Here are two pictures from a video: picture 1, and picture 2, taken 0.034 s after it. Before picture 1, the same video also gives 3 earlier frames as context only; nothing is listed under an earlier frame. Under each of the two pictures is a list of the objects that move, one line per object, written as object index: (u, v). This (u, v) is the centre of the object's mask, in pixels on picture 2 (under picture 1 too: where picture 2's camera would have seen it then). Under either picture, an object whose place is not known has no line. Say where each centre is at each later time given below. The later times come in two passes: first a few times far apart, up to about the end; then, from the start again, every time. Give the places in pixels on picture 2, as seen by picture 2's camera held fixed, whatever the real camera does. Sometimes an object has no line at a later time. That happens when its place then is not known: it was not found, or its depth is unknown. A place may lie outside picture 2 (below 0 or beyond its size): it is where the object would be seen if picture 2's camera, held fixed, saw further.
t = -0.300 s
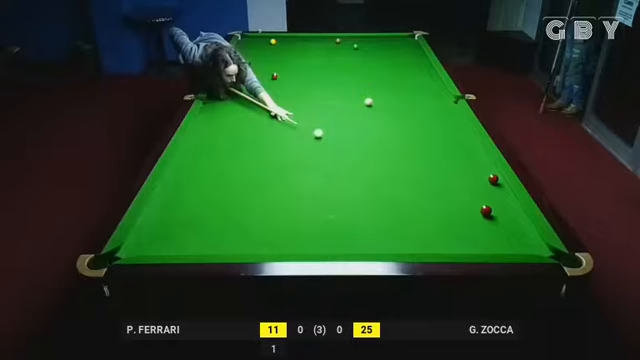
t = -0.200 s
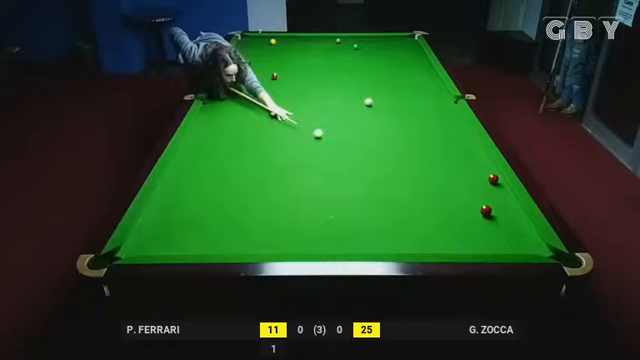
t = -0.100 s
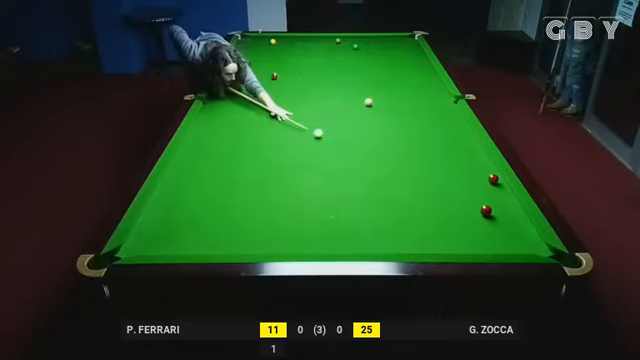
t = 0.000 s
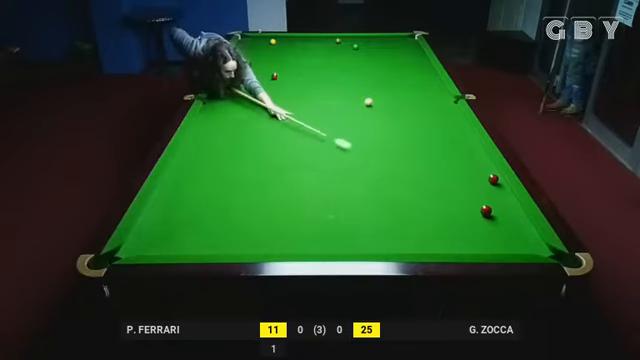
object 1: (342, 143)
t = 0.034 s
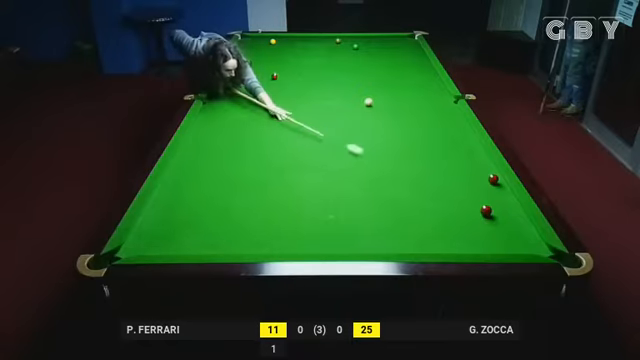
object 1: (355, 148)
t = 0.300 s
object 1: (457, 194)
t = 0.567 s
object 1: (490, 199)
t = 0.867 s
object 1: (503, 192)
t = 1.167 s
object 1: (496, 185)
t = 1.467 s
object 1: (483, 181)
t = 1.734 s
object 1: (474, 180)
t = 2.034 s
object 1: (466, 178)
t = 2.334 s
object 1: (459, 177)
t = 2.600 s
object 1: (455, 177)
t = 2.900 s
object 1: (452, 176)
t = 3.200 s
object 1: (451, 176)
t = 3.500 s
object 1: (451, 176)
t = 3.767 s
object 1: (451, 176)
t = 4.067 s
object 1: (451, 176)
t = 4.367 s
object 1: (451, 176)
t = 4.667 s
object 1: (451, 176)
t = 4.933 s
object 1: (451, 176)
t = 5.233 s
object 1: (451, 176)
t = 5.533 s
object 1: (451, 176)
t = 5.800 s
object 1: (451, 176)
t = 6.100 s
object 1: (451, 176)
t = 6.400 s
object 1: (451, 176)
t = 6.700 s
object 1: (451, 176)
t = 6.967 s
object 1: (451, 176)
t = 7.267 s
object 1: (451, 176)
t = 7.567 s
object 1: (451, 176)
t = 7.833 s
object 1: (451, 176)
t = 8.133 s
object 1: (451, 176)
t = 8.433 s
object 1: (451, 176)
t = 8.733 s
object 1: (451, 176)
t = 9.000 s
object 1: (451, 176)
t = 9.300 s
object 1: (451, 176)
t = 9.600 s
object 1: (451, 176)
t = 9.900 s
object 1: (451, 176)
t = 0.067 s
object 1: (367, 154)
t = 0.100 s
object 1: (379, 160)
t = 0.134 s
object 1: (392, 166)
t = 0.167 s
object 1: (405, 171)
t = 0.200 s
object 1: (417, 177)
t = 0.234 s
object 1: (430, 183)
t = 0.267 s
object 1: (444, 189)
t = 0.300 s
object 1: (457, 194)
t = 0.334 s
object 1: (470, 200)
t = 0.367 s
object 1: (478, 203)
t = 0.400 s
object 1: (481, 203)
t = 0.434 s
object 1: (483, 202)
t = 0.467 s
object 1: (485, 201)
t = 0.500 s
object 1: (486, 200)
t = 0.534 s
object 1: (488, 199)
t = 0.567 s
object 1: (490, 199)
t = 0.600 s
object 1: (491, 198)
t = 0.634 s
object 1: (493, 197)
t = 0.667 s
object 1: (494, 196)
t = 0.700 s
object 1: (496, 196)
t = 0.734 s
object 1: (497, 195)
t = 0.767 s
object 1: (499, 194)
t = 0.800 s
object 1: (500, 193)
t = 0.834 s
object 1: (502, 193)
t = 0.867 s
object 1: (503, 192)
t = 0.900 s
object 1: (505, 191)
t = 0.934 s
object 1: (506, 191)
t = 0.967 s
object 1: (506, 190)
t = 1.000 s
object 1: (504, 189)
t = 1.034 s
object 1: (502, 188)
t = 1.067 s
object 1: (501, 187)
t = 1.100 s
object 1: (499, 186)
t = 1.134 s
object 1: (498, 185)
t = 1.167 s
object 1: (496, 185)
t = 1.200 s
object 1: (494, 184)
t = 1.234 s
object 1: (493, 183)
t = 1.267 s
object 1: (492, 183)
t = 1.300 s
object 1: (490, 183)
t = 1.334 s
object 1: (489, 182)
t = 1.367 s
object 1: (487, 182)
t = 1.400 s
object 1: (486, 182)
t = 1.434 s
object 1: (485, 181)
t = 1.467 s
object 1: (483, 181)
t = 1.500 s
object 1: (482, 181)
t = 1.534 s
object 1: (481, 181)
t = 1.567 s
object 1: (480, 180)
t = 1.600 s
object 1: (479, 180)
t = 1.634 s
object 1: (478, 180)
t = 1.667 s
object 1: (476, 180)
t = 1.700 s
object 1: (475, 180)
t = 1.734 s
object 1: (474, 180)
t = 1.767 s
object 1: (473, 179)
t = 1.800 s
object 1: (472, 179)
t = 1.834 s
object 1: (471, 179)
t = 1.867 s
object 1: (470, 179)
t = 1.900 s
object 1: (469, 179)
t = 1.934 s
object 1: (468, 179)
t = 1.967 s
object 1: (467, 178)
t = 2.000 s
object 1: (466, 178)
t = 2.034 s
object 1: (466, 178)
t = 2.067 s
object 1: (465, 178)
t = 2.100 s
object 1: (464, 178)
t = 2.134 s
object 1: (463, 178)
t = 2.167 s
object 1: (463, 178)
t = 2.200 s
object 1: (462, 178)
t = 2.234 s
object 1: (461, 177)
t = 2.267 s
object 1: (461, 177)
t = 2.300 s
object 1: (460, 177)
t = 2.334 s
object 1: (459, 177)
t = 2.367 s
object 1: (459, 177)
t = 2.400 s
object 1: (458, 177)
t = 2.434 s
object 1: (458, 177)
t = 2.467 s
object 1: (457, 177)
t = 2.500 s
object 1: (457, 177)
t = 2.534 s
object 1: (456, 177)
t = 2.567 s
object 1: (456, 177)
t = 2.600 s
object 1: (455, 177)
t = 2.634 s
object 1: (455, 176)
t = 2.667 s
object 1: (454, 176)
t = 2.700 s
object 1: (454, 176)
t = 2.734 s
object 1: (454, 176)
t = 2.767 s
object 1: (454, 177)
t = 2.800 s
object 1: (453, 176)
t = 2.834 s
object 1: (453, 176)
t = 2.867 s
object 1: (453, 176)
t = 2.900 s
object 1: (452, 176)
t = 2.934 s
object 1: (452, 176)
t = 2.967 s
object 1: (452, 176)
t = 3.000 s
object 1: (452, 176)
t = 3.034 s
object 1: (452, 176)
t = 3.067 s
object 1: (452, 176)
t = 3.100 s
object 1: (451, 176)
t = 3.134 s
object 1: (451, 176)
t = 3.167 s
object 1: (451, 176)
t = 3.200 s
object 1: (451, 176)
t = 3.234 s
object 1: (451, 176)
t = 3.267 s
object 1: (451, 176)
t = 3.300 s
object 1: (451, 176)
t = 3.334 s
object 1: (451, 176)
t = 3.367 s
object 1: (451, 176)
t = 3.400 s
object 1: (451, 176)
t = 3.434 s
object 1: (451, 176)
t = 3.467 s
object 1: (451, 176)
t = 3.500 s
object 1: (451, 176)
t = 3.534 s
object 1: (451, 176)
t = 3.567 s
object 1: (451, 176)
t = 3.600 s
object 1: (451, 176)
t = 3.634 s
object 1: (451, 176)
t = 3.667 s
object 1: (451, 176)
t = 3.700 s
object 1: (451, 176)
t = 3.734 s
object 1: (451, 176)
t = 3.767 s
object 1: (451, 176)
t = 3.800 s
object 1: (451, 176)
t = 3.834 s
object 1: (451, 176)
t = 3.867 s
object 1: (451, 176)
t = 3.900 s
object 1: (451, 176)
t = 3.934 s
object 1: (451, 176)
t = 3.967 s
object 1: (451, 176)
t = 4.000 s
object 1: (451, 176)
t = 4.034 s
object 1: (451, 176)
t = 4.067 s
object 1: (451, 176)
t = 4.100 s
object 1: (451, 176)
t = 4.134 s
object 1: (451, 176)
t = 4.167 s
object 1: (451, 176)
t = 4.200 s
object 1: (451, 176)
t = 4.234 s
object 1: (451, 176)
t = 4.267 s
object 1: (451, 176)
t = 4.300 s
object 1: (451, 176)
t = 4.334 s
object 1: (451, 176)
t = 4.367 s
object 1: (451, 176)
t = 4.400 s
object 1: (451, 176)
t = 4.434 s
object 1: (451, 176)
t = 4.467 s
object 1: (451, 176)
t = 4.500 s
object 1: (451, 176)
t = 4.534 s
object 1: (451, 176)
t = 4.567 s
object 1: (451, 176)
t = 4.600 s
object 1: (451, 176)
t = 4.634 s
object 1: (451, 176)
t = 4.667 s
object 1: (451, 176)
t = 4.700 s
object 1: (451, 176)
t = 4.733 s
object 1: (451, 176)
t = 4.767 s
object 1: (451, 176)
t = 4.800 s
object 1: (451, 176)
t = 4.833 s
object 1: (451, 176)
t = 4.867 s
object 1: (451, 176)
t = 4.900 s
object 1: (451, 176)
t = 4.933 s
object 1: (451, 176)
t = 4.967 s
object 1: (451, 176)
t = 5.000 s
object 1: (451, 176)
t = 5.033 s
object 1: (451, 176)
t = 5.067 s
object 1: (451, 176)
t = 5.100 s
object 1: (451, 176)
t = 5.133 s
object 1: (451, 176)
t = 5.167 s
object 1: (451, 176)
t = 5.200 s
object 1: (451, 176)
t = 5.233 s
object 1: (451, 176)
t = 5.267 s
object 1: (451, 176)
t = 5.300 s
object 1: (451, 176)
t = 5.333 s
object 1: (451, 176)
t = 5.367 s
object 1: (451, 176)
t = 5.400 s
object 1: (451, 176)
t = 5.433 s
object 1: (451, 176)
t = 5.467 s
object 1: (451, 176)
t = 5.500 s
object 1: (451, 176)
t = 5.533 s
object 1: (451, 176)
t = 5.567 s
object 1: (451, 176)
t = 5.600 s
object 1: (451, 176)
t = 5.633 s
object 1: (451, 176)
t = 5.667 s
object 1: (451, 176)
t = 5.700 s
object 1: (451, 176)
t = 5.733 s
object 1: (451, 176)
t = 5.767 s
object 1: (451, 176)
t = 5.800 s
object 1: (451, 176)
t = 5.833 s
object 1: (451, 176)
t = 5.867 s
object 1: (451, 176)
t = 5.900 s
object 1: (451, 176)
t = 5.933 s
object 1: (451, 176)
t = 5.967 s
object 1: (451, 176)
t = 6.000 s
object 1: (451, 176)
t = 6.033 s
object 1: (451, 176)
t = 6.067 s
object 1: (451, 176)
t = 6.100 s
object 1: (451, 176)
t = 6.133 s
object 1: (451, 176)
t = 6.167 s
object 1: (451, 176)
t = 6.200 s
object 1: (451, 176)
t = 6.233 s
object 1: (451, 176)
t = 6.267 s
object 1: (451, 176)
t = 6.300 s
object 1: (451, 176)
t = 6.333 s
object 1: (451, 176)
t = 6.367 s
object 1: (451, 176)
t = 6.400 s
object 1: (451, 176)
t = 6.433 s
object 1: (451, 176)
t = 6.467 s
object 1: (451, 176)
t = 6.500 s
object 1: (451, 176)
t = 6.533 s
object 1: (451, 176)
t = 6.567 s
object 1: (451, 176)
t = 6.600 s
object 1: (451, 176)
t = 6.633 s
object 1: (451, 176)
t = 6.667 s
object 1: (451, 176)
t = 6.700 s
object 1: (451, 176)
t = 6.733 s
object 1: (451, 176)
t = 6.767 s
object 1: (451, 176)
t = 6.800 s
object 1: (451, 176)
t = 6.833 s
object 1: (451, 176)
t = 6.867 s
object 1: (451, 176)
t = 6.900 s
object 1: (451, 176)
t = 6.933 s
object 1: (451, 176)
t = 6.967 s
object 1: (451, 176)
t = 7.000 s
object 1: (451, 176)
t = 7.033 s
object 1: (451, 176)
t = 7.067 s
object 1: (451, 176)
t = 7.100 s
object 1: (451, 176)
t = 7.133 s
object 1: (451, 176)
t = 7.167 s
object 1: (451, 176)
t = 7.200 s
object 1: (451, 176)
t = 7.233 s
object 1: (451, 176)
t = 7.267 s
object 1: (451, 176)
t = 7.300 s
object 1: (451, 176)
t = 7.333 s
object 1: (451, 176)
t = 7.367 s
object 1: (451, 176)
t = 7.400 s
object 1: (451, 176)
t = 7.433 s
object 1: (451, 176)
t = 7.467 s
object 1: (451, 176)
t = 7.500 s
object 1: (451, 176)
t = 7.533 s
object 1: (451, 176)
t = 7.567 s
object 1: (451, 176)
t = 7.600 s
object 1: (451, 176)
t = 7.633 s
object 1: (451, 176)
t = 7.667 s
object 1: (451, 176)
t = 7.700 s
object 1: (451, 176)
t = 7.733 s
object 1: (451, 176)
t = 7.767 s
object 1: (451, 176)
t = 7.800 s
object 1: (451, 176)
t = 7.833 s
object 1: (451, 176)
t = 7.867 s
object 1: (451, 176)
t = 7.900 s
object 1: (451, 176)
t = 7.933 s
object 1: (451, 176)
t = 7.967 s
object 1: (451, 176)
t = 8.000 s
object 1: (451, 176)
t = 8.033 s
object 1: (451, 176)
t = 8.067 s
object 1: (451, 176)
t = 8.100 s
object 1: (451, 176)
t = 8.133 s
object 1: (451, 176)
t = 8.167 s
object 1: (451, 176)
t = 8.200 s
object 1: (451, 176)
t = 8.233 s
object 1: (451, 176)
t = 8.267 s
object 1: (451, 176)
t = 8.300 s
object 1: (451, 176)
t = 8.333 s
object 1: (451, 176)
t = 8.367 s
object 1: (451, 176)
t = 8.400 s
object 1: (451, 176)
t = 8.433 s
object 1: (451, 176)
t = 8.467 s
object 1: (451, 176)
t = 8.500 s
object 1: (451, 176)
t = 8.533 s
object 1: (451, 176)
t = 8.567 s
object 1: (451, 176)
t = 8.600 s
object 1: (451, 176)
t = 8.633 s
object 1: (451, 176)
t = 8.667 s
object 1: (451, 176)
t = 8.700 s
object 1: (451, 176)
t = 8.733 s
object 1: (451, 176)
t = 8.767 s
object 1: (451, 176)
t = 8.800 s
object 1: (451, 176)
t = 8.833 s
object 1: (451, 176)
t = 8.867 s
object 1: (451, 176)
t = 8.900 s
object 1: (451, 176)
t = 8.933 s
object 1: (451, 176)
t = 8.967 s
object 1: (451, 176)
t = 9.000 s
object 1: (451, 176)
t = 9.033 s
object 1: (451, 176)
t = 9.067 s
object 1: (451, 176)
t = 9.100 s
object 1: (451, 176)
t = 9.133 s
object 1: (451, 176)
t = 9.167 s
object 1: (451, 176)
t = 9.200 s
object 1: (451, 176)
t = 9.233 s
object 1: (451, 176)
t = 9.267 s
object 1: (451, 176)
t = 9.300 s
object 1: (451, 176)
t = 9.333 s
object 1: (451, 176)
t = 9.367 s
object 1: (451, 176)
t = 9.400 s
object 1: (451, 176)
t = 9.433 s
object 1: (451, 176)
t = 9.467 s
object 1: (451, 176)
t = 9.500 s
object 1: (451, 176)
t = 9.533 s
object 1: (451, 176)
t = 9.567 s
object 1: (451, 176)
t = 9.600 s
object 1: (451, 176)
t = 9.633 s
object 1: (451, 176)
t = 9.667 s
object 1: (451, 176)
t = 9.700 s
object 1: (451, 176)
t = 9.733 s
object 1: (451, 176)
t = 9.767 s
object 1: (451, 176)
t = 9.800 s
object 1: (451, 176)
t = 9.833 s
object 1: (451, 176)
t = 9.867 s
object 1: (451, 176)
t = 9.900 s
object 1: (451, 176)
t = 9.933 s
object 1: (451, 176)
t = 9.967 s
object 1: (451, 176)
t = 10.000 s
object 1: (451, 176)
